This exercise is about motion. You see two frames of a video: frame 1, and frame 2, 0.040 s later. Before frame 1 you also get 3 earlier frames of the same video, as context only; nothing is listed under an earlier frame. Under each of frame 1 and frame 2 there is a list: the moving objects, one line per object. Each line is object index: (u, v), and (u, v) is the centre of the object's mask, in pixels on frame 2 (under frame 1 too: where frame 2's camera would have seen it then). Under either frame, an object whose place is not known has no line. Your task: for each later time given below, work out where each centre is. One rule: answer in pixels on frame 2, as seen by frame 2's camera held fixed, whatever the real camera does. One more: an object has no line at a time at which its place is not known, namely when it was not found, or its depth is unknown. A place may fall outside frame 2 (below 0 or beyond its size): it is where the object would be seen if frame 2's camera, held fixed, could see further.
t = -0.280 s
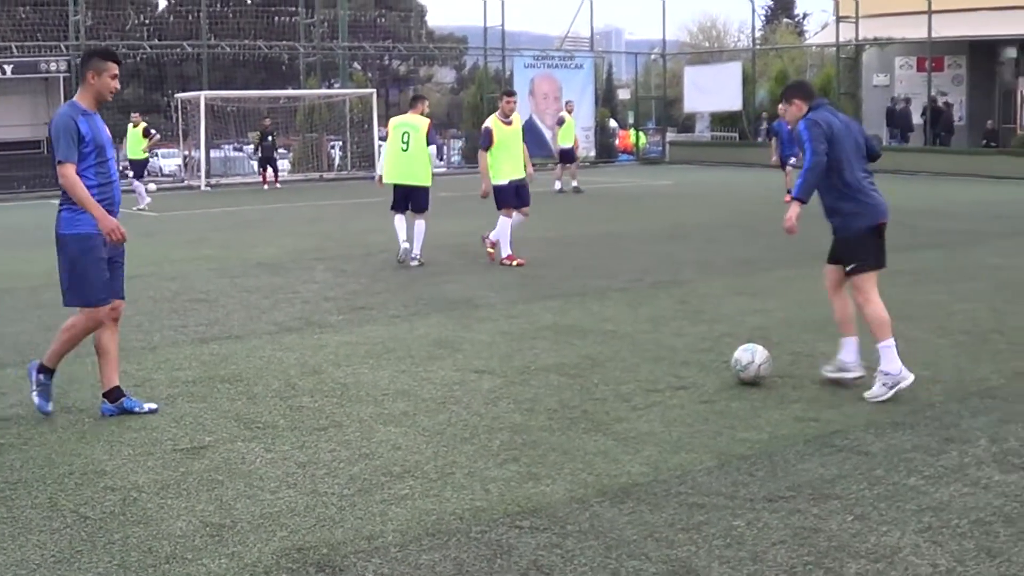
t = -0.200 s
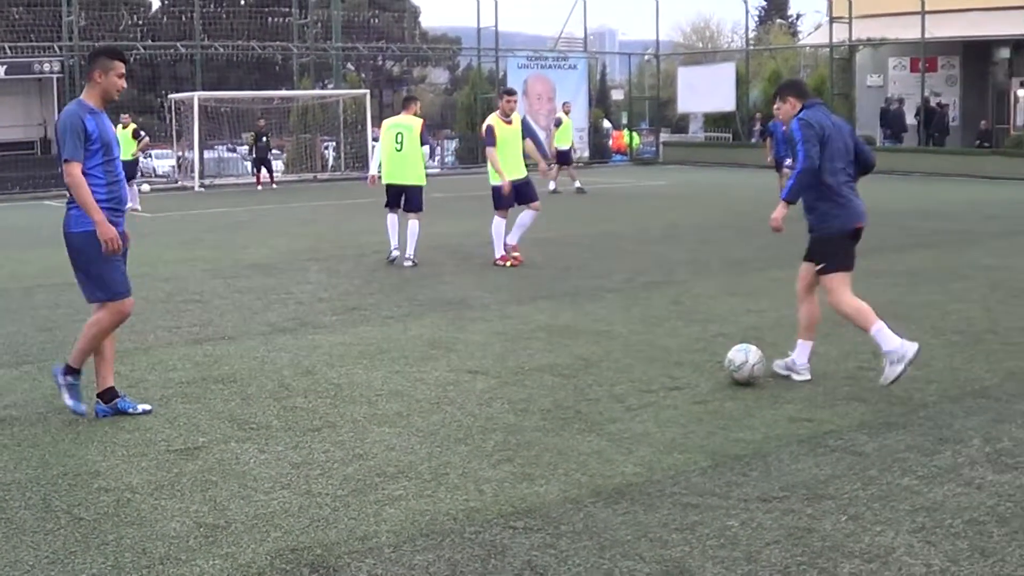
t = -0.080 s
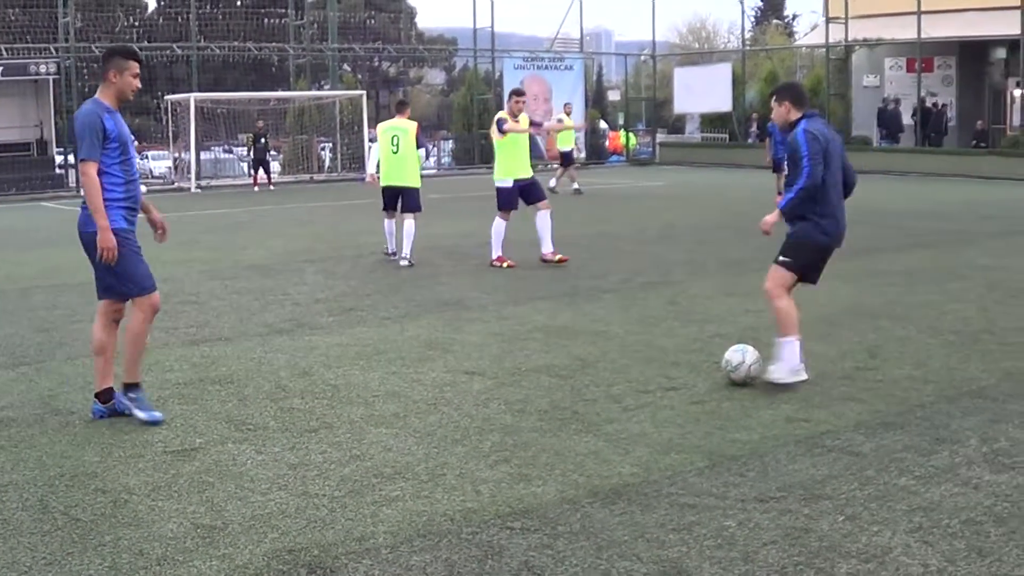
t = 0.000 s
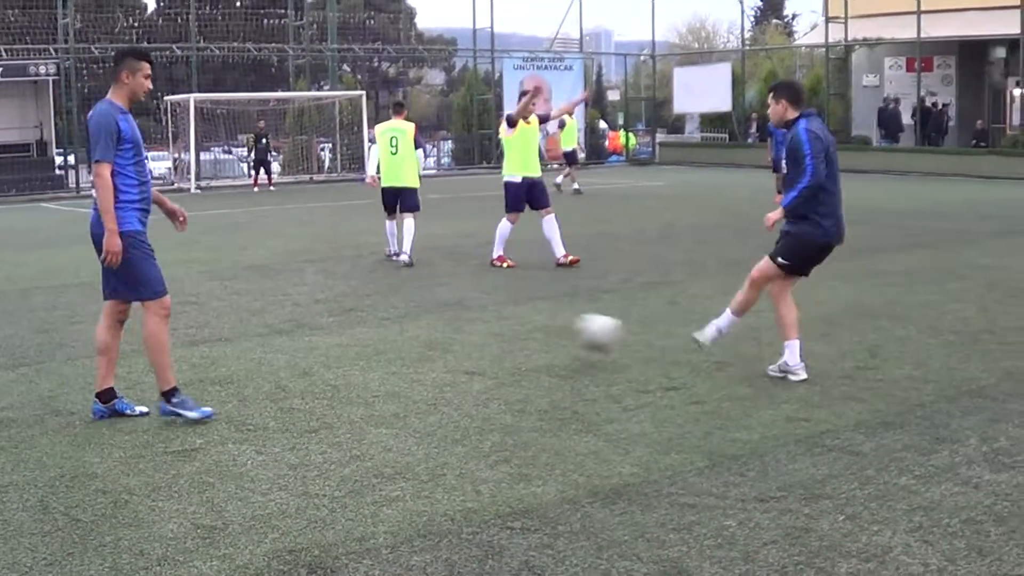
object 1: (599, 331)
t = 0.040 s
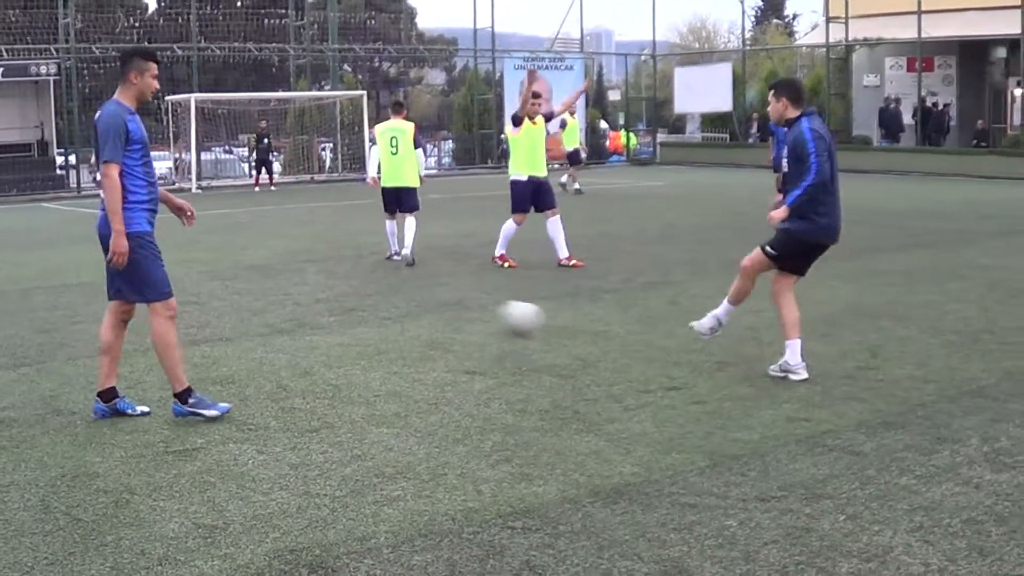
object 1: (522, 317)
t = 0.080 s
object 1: (448, 308)
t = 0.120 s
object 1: (383, 300)
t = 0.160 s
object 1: (322, 294)
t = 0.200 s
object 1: (268, 292)
